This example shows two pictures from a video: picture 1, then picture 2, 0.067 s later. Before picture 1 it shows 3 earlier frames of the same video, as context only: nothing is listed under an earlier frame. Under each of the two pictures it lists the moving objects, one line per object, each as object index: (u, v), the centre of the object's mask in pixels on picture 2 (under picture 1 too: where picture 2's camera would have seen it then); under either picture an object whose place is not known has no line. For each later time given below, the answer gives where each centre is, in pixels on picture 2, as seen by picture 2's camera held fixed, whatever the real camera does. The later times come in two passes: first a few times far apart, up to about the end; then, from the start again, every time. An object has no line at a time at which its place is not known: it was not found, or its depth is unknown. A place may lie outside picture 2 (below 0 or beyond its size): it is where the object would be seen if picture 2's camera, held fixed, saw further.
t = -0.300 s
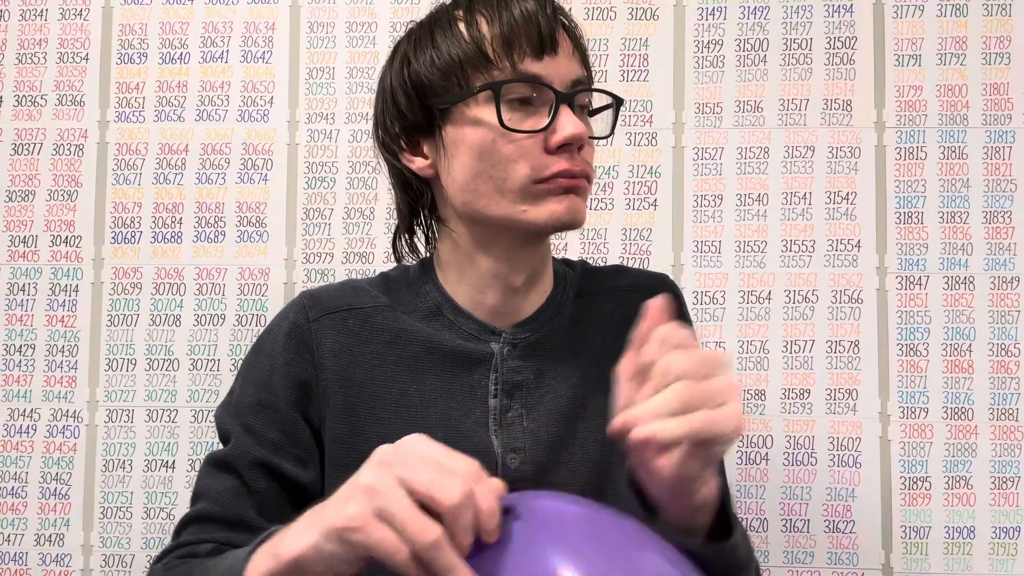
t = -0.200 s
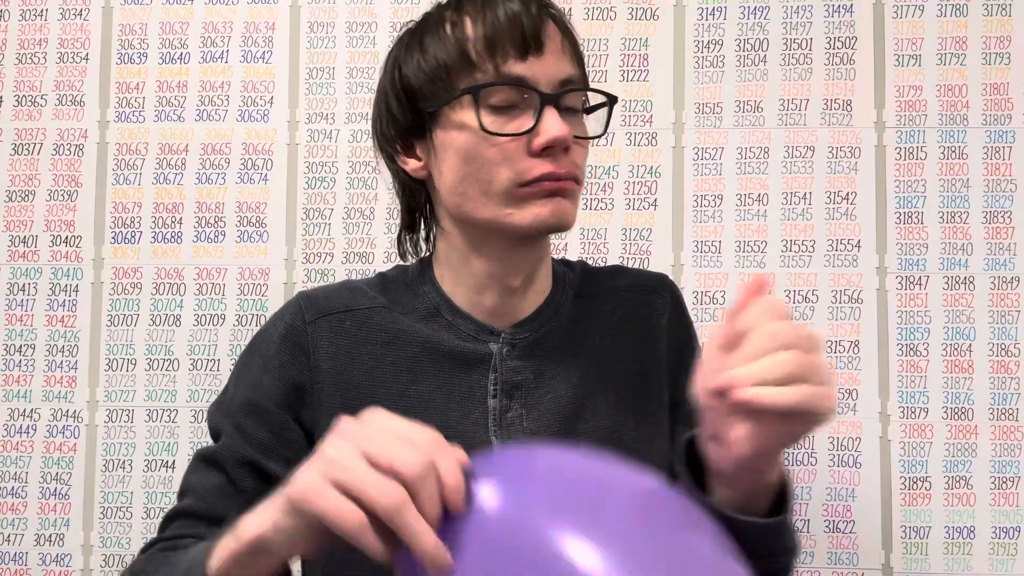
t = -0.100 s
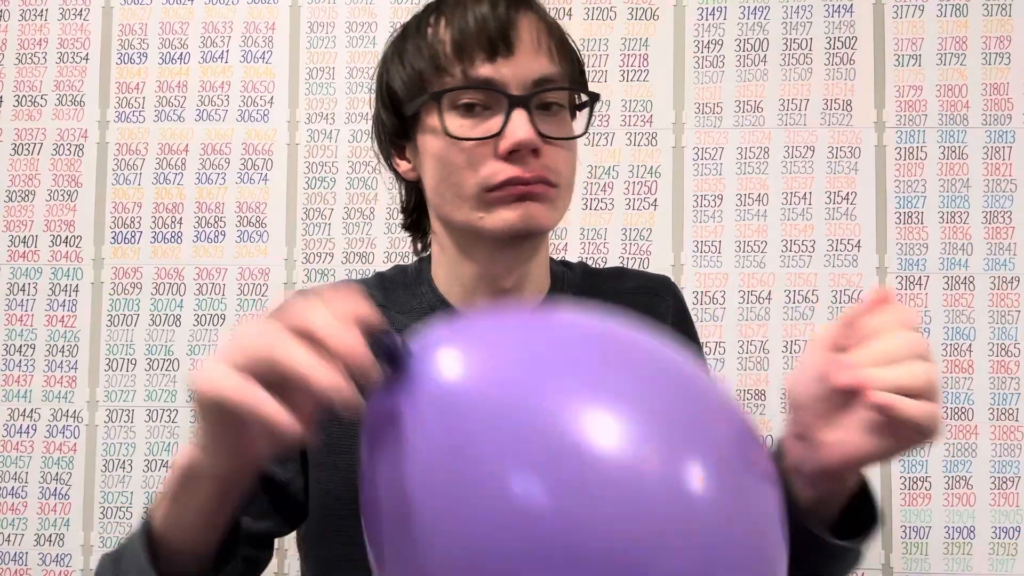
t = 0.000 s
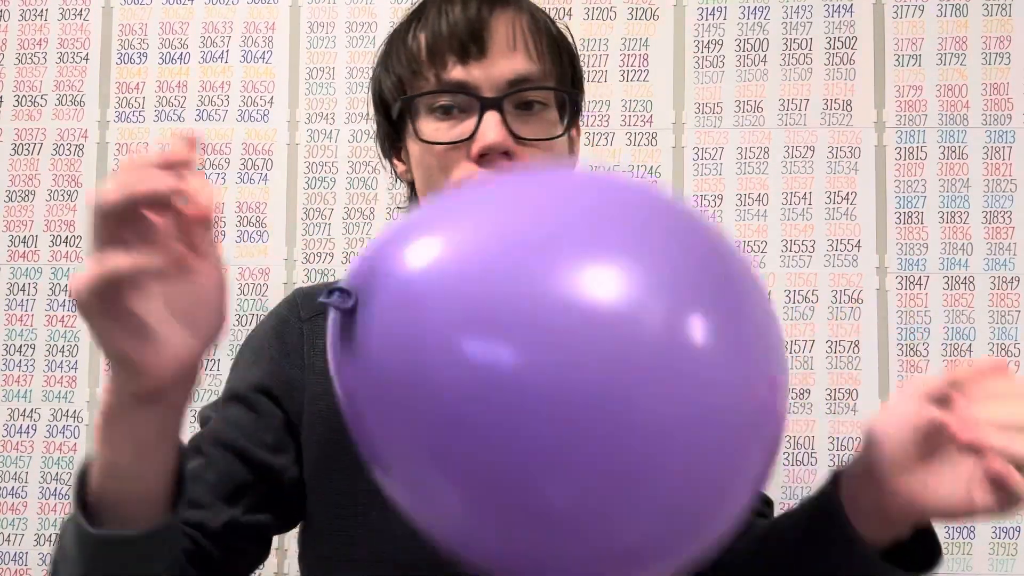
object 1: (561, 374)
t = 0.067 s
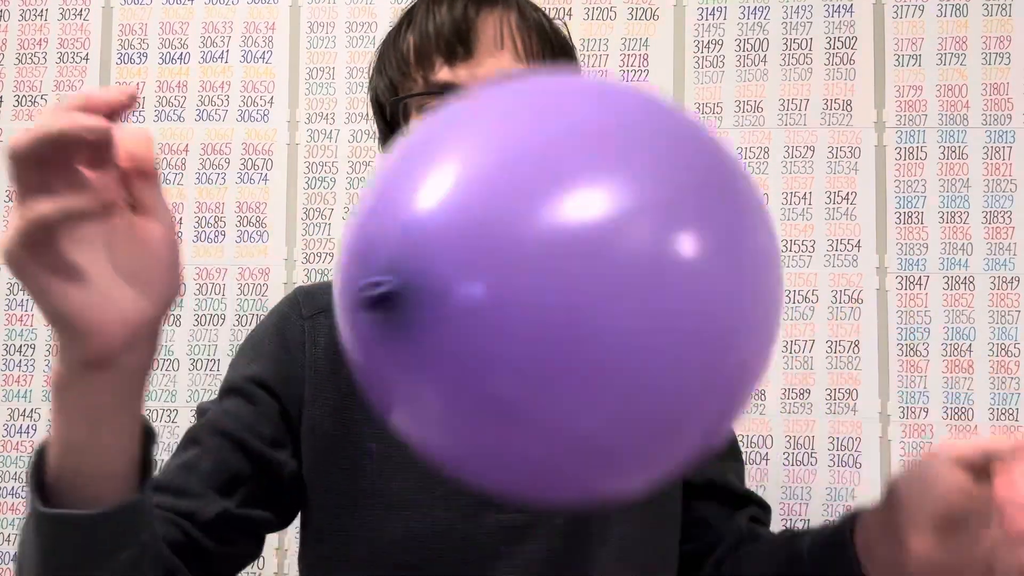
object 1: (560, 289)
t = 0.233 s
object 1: (594, 157)
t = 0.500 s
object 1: (699, 101)
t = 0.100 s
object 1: (560, 249)
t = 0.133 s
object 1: (565, 211)
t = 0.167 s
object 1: (574, 187)
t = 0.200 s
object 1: (584, 170)
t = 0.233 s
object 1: (594, 157)
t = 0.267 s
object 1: (604, 144)
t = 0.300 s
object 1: (611, 132)
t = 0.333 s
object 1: (620, 123)
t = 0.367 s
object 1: (633, 118)
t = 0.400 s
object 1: (646, 112)
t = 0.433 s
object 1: (661, 108)
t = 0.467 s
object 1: (678, 102)
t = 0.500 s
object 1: (699, 101)
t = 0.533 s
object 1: (716, 98)
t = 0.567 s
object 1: (723, 99)
